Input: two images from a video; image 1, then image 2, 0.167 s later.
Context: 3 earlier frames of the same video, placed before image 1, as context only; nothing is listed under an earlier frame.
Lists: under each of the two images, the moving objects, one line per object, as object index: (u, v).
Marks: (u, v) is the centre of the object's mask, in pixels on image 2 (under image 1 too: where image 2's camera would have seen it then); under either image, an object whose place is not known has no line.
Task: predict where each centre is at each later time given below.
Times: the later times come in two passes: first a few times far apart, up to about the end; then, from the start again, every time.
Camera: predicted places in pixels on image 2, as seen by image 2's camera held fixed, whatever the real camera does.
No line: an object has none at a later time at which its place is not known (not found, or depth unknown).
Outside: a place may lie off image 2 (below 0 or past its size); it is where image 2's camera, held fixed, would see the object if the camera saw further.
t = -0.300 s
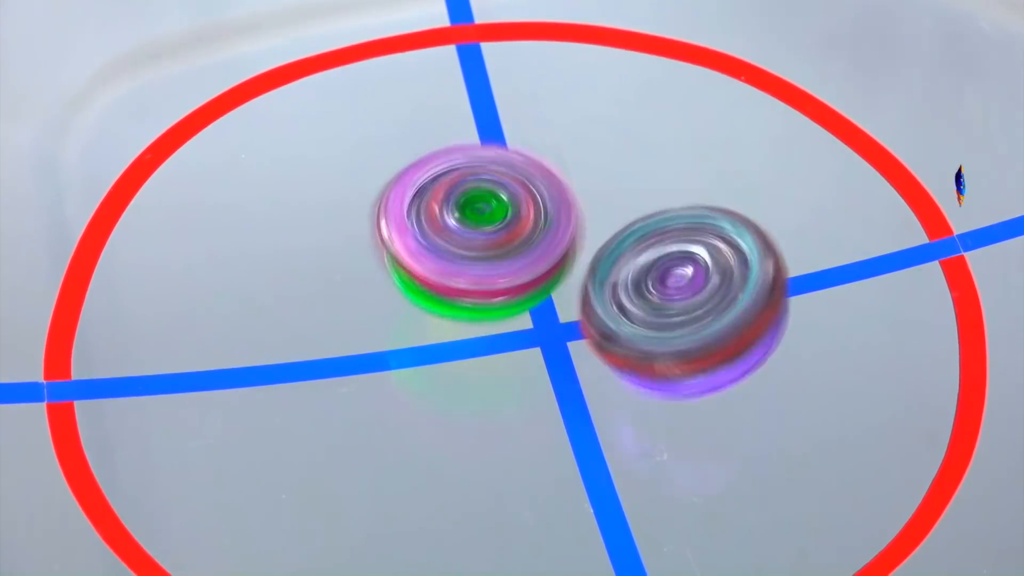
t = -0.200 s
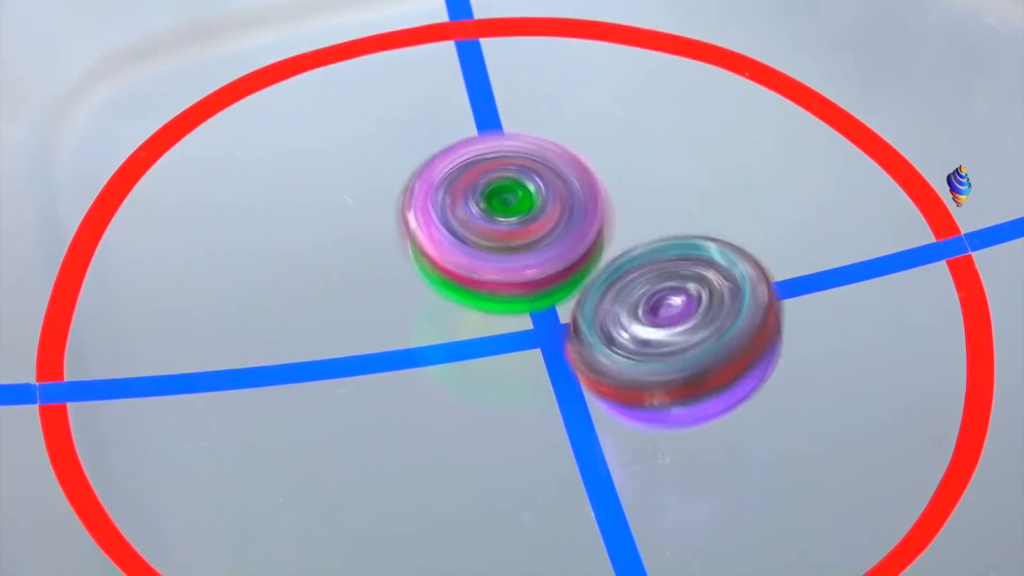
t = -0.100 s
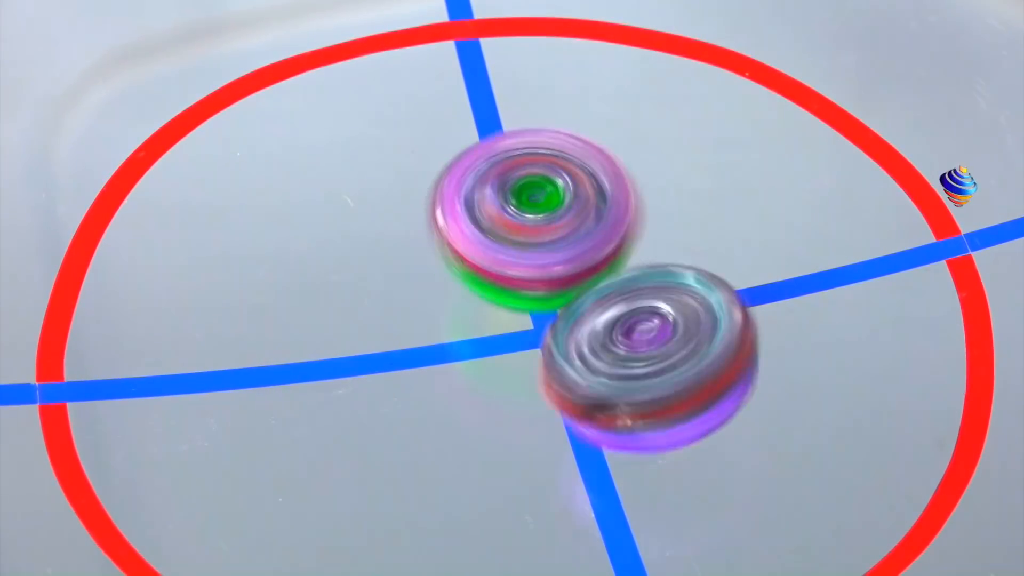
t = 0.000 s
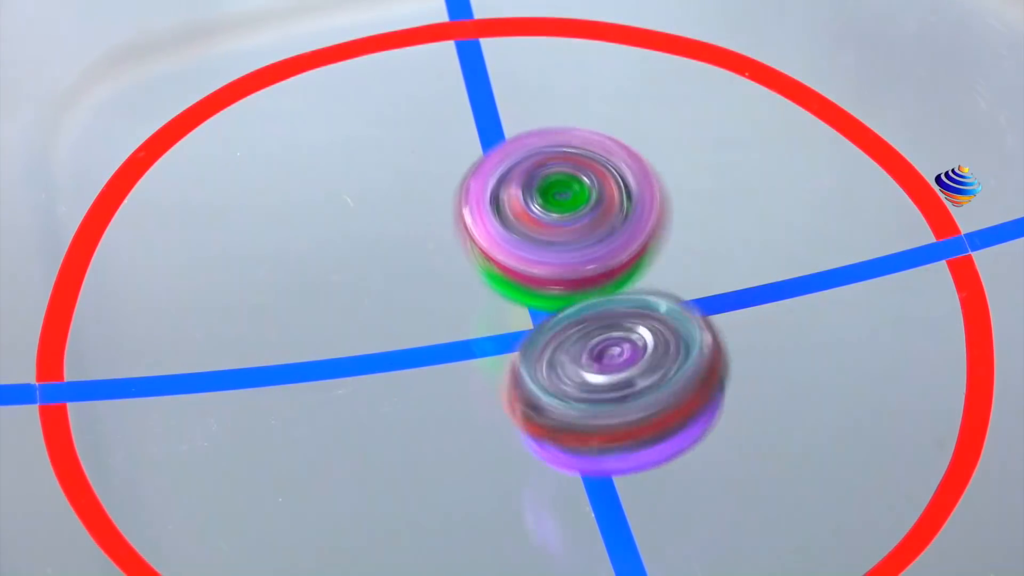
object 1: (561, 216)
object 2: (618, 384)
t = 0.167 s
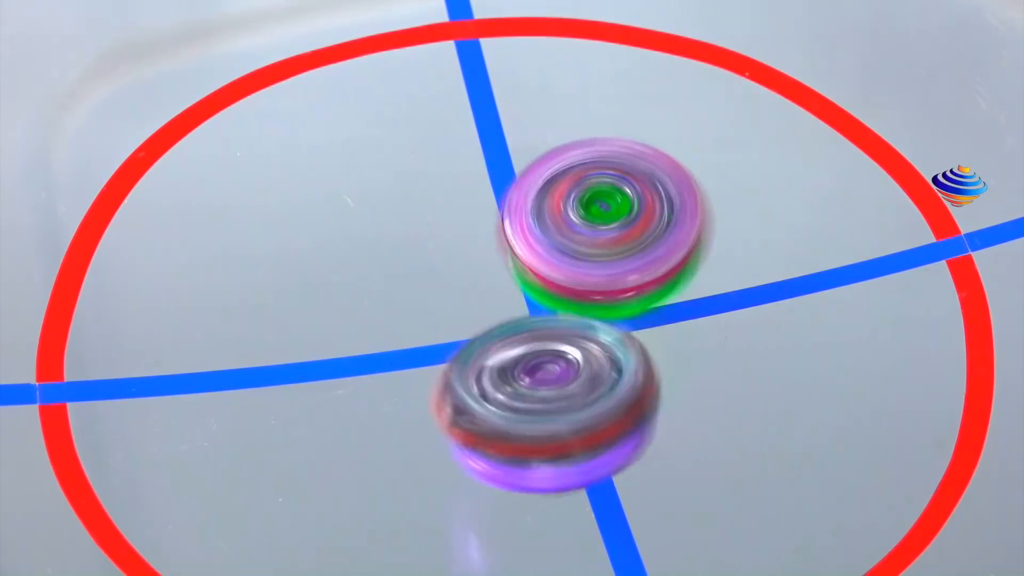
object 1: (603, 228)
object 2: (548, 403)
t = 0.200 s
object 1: (611, 232)
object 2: (532, 404)
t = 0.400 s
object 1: (640, 261)
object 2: (450, 370)
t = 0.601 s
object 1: (636, 297)
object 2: (397, 319)
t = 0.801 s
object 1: (603, 328)
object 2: (393, 255)
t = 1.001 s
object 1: (554, 347)
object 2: (430, 199)
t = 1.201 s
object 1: (502, 345)
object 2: (503, 170)
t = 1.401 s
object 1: (464, 325)
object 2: (590, 176)
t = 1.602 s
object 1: (449, 293)
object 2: (662, 216)
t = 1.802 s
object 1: (464, 262)
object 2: (688, 275)
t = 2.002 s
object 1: (497, 238)
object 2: (663, 335)
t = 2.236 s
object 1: (544, 226)
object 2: (574, 379)
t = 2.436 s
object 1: (586, 232)
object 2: (479, 377)
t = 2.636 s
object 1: (607, 253)
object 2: (408, 336)
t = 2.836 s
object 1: (611, 284)
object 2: (387, 271)
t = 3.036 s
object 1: (617, 315)
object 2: (395, 204)
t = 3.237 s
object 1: (591, 332)
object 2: (455, 162)
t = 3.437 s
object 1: (551, 336)
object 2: (541, 158)
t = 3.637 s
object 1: (491, 349)
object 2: (634, 180)
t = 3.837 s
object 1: (436, 342)
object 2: (672, 245)
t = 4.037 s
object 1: (409, 314)
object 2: (638, 307)
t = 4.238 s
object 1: (395, 276)
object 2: (582, 356)
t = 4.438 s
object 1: (409, 220)
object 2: (514, 381)
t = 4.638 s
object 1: (468, 187)
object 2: (446, 345)
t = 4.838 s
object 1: (569, 163)
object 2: (396, 308)
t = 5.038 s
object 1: (657, 185)
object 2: (416, 263)
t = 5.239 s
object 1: (708, 246)
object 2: (486, 238)
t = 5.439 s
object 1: (785, 335)
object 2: (491, 214)
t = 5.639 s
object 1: (726, 408)
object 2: (540, 241)
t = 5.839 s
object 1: (596, 447)
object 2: (565, 274)
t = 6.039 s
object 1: (477, 445)
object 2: (556, 259)
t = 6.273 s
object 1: (353, 377)
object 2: (563, 237)
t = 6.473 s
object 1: (327, 287)
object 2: (551, 228)
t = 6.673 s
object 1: (325, 208)
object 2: (615, 228)
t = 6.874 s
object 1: (413, 167)
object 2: (642, 242)
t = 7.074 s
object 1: (515, 162)
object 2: (653, 290)
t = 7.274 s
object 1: (587, 180)
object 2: (628, 357)
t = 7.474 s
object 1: (619, 225)
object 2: (559, 399)
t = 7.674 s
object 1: (628, 260)
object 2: (463, 393)
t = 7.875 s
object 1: (672, 267)
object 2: (349, 338)
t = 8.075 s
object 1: (664, 285)
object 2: (381, 272)
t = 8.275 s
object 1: (671, 317)
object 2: (436, 213)
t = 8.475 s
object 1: (648, 336)
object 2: (484, 215)
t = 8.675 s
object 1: (629, 372)
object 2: (490, 225)
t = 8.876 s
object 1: (586, 383)
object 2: (458, 227)
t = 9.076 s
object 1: (556, 371)
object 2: (436, 222)
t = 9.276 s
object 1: (553, 361)
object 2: (439, 192)
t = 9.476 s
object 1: (567, 357)
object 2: (465, 188)
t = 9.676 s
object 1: (614, 492)
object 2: (473, 59)
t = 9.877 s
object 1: (581, 502)
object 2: (480, 83)
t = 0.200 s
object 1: (611, 232)
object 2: (532, 404)
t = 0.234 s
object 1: (618, 236)
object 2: (518, 403)
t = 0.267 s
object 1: (624, 239)
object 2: (504, 401)
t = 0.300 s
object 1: (629, 244)
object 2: (490, 398)
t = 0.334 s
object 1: (634, 250)
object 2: (476, 382)
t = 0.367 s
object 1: (638, 255)
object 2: (462, 376)
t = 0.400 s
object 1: (640, 261)
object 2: (450, 370)
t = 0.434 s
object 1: (642, 267)
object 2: (439, 363)
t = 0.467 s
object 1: (642, 273)
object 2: (429, 355)
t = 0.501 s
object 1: (642, 279)
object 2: (420, 347)
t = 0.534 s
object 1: (641, 285)
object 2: (410, 338)
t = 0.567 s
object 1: (639, 291)
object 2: (403, 328)
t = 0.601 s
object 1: (636, 297)
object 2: (397, 319)
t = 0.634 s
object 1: (632, 303)
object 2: (393, 309)
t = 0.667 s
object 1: (628, 308)
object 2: (390, 298)
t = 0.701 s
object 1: (623, 314)
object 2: (388, 287)
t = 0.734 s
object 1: (617, 319)
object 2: (388, 276)
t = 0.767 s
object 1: (611, 324)
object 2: (389, 266)
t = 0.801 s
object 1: (603, 328)
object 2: (393, 255)
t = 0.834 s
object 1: (595, 332)
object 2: (396, 245)
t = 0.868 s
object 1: (588, 336)
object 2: (401, 235)
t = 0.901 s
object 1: (579, 340)
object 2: (406, 225)
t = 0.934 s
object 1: (571, 342)
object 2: (413, 216)
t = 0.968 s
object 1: (562, 345)
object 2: (421, 207)
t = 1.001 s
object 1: (554, 347)
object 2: (430, 199)
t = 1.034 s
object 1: (546, 348)
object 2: (440, 192)
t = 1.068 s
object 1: (537, 348)
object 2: (451, 185)
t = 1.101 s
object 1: (528, 348)
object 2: (462, 182)
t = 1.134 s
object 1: (519, 348)
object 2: (476, 176)
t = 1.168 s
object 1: (511, 346)
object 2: (490, 172)
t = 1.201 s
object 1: (502, 345)
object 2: (503, 170)
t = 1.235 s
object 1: (495, 343)
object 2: (518, 168)
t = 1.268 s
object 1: (487, 340)
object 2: (534, 168)
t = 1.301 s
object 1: (480, 337)
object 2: (548, 170)
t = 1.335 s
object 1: (475, 333)
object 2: (562, 172)
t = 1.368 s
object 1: (469, 329)
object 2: (576, 174)
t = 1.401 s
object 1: (464, 325)
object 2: (590, 176)
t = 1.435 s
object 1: (460, 320)
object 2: (605, 181)
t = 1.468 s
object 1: (457, 315)
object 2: (617, 187)
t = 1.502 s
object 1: (454, 309)
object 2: (630, 195)
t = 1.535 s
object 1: (451, 304)
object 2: (642, 201)
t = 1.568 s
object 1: (450, 299)
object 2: (652, 208)
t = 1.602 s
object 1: (449, 293)
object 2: (662, 216)
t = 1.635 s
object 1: (450, 288)
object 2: (670, 226)
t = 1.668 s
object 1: (451, 282)
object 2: (677, 236)
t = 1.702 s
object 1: (453, 277)
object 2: (684, 247)
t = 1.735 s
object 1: (456, 272)
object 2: (687, 258)
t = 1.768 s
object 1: (460, 267)
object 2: (687, 264)
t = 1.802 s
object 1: (464, 262)
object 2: (688, 275)
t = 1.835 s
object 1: (469, 258)
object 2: (687, 285)
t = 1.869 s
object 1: (474, 253)
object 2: (685, 295)
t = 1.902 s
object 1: (480, 249)
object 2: (681, 305)
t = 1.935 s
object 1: (485, 245)
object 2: (676, 316)
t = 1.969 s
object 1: (491, 241)
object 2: (670, 326)
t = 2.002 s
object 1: (497, 238)
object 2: (663, 335)
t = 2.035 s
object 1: (503, 235)
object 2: (654, 345)
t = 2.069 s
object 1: (509, 232)
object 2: (643, 353)
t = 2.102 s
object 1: (516, 230)
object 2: (630, 360)
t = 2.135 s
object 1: (523, 228)
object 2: (617, 367)
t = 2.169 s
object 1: (530, 227)
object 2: (603, 372)
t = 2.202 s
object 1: (537, 226)
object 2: (589, 376)
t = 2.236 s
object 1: (544, 226)
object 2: (574, 379)
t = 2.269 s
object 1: (551, 226)
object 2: (557, 381)
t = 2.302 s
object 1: (559, 227)
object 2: (541, 382)
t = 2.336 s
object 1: (566, 229)
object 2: (525, 382)
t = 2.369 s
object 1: (574, 229)
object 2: (509, 382)
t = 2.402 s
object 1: (581, 230)
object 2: (494, 381)
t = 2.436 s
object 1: (586, 232)
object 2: (479, 377)
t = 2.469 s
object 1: (591, 234)
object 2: (464, 373)
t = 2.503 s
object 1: (594, 237)
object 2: (450, 367)
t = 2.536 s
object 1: (598, 241)
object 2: (438, 361)
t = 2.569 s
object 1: (602, 244)
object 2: (427, 353)
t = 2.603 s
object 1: (605, 248)
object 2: (417, 345)
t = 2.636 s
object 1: (607, 253)
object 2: (408, 336)
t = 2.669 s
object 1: (609, 258)
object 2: (400, 326)
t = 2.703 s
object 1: (610, 263)
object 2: (394, 315)
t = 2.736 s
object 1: (611, 268)
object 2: (390, 304)
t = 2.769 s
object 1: (612, 274)
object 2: (387, 294)
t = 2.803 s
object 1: (612, 279)
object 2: (386, 283)
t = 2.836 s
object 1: (611, 284)
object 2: (387, 271)
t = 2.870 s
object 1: (609, 289)
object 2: (388, 261)
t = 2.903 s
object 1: (614, 296)
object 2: (383, 247)
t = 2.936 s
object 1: (617, 302)
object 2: (382, 235)
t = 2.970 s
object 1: (618, 306)
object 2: (385, 224)
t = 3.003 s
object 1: (618, 311)
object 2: (389, 213)
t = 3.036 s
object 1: (617, 315)
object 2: (395, 204)
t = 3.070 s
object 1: (615, 318)
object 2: (402, 195)
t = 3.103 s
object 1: (612, 322)
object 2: (410, 187)
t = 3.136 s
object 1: (609, 325)
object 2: (420, 179)
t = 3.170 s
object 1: (604, 328)
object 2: (431, 172)
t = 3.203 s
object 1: (598, 330)
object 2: (443, 167)
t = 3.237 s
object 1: (591, 332)
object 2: (455, 162)
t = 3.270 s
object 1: (585, 334)
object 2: (467, 162)
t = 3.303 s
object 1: (580, 336)
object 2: (482, 159)
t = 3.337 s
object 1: (574, 336)
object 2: (496, 157)
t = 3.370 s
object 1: (567, 337)
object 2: (511, 157)
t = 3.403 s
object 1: (559, 336)
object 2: (526, 157)
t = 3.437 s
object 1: (551, 336)
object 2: (541, 158)
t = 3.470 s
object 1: (544, 335)
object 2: (556, 160)
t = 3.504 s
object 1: (537, 333)
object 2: (571, 164)
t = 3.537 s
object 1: (530, 332)
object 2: (586, 168)
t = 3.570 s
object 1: (517, 338)
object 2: (604, 171)
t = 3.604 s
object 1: (503, 344)
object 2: (620, 175)
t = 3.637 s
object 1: (491, 349)
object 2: (634, 180)
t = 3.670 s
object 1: (480, 350)
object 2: (646, 188)
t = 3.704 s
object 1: (471, 350)
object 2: (655, 198)
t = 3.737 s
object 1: (463, 350)
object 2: (663, 208)
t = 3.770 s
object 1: (454, 348)
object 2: (668, 221)
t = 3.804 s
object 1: (444, 345)
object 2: (671, 232)
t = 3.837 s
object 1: (436, 342)
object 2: (672, 245)
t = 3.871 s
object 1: (430, 339)
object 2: (671, 258)
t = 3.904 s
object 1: (424, 335)
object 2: (665, 262)
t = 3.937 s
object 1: (419, 330)
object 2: (662, 274)
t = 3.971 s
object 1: (413, 325)
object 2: (655, 285)
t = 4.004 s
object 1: (410, 319)
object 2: (647, 296)
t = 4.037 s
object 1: (409, 314)
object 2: (638, 307)
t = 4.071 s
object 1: (404, 306)
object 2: (632, 317)
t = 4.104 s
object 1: (396, 298)
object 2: (628, 327)
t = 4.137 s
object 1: (392, 292)
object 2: (620, 336)
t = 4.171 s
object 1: (391, 287)
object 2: (609, 343)
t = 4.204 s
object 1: (393, 282)
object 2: (596, 350)
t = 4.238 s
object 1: (395, 276)
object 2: (582, 356)
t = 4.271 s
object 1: (396, 268)
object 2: (569, 363)
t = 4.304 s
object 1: (394, 256)
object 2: (563, 373)
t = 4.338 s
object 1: (396, 246)
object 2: (553, 379)
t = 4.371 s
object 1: (398, 236)
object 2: (540, 381)
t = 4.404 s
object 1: (401, 227)
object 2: (526, 382)
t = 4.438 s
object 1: (409, 220)
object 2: (514, 381)
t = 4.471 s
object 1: (418, 213)
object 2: (502, 378)
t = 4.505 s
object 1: (424, 206)
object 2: (488, 374)
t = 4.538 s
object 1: (433, 200)
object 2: (475, 368)
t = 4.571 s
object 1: (444, 195)
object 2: (464, 361)
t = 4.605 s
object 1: (457, 191)
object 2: (454, 353)
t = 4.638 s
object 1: (468, 187)
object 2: (446, 345)
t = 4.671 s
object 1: (482, 184)
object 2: (437, 337)
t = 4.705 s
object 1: (497, 181)
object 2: (431, 330)
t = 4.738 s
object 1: (510, 179)
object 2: (424, 321)
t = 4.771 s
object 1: (527, 175)
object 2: (412, 316)
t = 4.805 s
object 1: (550, 168)
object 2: (401, 313)
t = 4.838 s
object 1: (569, 163)
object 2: (396, 308)
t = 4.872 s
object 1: (583, 162)
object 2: (393, 301)
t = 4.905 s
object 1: (597, 164)
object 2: (393, 293)
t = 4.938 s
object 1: (614, 168)
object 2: (397, 286)
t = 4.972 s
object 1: (628, 172)
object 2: (402, 278)
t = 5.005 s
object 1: (642, 179)
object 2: (407, 271)
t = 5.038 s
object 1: (657, 185)
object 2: (416, 263)
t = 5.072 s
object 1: (669, 192)
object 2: (424, 262)
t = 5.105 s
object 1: (678, 202)
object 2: (433, 254)
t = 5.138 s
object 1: (689, 212)
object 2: (445, 249)
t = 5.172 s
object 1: (697, 223)
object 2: (458, 245)
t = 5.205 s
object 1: (703, 234)
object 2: (472, 241)
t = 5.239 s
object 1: (708, 246)
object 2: (486, 238)
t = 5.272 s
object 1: (723, 262)
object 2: (491, 232)
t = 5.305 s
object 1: (749, 280)
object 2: (480, 225)
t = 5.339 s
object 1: (767, 294)
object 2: (476, 218)
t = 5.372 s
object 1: (778, 308)
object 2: (476, 213)
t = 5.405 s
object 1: (782, 322)
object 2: (482, 210)
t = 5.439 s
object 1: (785, 335)
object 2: (491, 214)
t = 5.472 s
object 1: (783, 348)
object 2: (500, 215)
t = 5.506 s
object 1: (775, 361)
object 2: (507, 218)
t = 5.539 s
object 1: (768, 375)
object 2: (516, 224)
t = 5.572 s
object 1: (754, 387)
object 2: (526, 228)
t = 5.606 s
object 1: (741, 398)
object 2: (533, 233)
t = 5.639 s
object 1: (726, 408)
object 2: (540, 241)
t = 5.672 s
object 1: (707, 415)
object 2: (548, 248)
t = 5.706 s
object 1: (688, 423)
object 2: (553, 254)
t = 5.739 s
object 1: (665, 430)
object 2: (556, 262)
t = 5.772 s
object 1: (642, 433)
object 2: (560, 269)
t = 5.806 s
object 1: (621, 435)
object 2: (563, 274)
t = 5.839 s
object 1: (596, 447)
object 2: (565, 274)
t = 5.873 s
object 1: (574, 459)
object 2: (567, 266)
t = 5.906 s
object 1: (551, 465)
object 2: (567, 259)
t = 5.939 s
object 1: (533, 464)
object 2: (565, 256)
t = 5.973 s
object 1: (515, 460)
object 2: (564, 255)
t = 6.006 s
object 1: (495, 451)
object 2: (560, 257)
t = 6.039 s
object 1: (477, 445)
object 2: (556, 259)
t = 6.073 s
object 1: (461, 432)
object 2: (552, 262)
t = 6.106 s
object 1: (448, 420)
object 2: (547, 263)
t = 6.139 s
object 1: (431, 407)
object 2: (541, 264)
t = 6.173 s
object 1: (405, 405)
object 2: (550, 255)
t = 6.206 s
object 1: (381, 399)
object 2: (556, 247)
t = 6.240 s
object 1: (365, 390)
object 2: (563, 241)
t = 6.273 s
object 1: (353, 377)
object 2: (563, 237)
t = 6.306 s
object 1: (343, 365)
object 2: (560, 236)
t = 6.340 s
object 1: (333, 349)
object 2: (560, 233)
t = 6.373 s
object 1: (328, 335)
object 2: (557, 232)
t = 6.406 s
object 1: (325, 318)
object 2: (557, 231)
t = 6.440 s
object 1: (326, 304)
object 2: (553, 228)
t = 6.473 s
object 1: (327, 287)
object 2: (551, 228)
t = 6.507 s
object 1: (333, 272)
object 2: (550, 226)
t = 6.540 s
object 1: (338, 256)
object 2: (550, 226)
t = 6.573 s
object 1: (327, 242)
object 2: (569, 225)
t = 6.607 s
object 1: (318, 228)
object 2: (588, 226)
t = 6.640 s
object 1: (319, 219)
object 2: (607, 226)
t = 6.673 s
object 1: (325, 208)
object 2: (615, 228)
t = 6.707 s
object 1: (338, 199)
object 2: (622, 228)
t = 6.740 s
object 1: (348, 189)
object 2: (626, 230)
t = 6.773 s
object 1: (364, 182)
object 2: (632, 233)
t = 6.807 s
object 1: (378, 175)
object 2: (636, 235)
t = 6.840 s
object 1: (396, 169)
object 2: (641, 238)
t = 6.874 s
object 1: (413, 167)
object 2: (642, 242)
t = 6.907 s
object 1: (433, 163)
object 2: (645, 248)
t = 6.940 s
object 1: (453, 163)
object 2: (646, 251)
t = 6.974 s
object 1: (472, 162)
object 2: (646, 256)
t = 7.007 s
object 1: (485, 161)
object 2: (653, 270)
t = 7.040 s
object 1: (499, 158)
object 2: (655, 282)
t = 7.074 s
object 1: (515, 162)
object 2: (653, 290)
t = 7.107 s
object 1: (527, 162)
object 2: (656, 303)
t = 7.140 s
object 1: (540, 162)
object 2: (653, 316)
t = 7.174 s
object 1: (551, 167)
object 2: (649, 325)
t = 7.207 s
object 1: (563, 173)
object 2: (643, 331)
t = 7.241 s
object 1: (576, 179)
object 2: (639, 337)
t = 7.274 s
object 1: (587, 180)
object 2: (628, 357)
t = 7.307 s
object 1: (596, 180)
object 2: (620, 375)
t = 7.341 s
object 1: (600, 185)
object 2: (610, 387)
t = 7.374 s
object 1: (605, 194)
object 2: (598, 394)
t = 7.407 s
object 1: (613, 203)
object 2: (584, 398)
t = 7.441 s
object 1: (615, 214)
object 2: (571, 399)
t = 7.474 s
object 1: (619, 225)
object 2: (559, 399)
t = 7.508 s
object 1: (623, 236)
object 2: (544, 397)
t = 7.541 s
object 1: (627, 241)
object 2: (525, 401)
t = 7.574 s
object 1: (632, 243)
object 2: (506, 405)
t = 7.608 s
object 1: (632, 248)
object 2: (486, 405)
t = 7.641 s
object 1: (630, 253)
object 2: (473, 400)
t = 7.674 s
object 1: (628, 260)
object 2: (463, 393)
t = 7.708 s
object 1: (623, 267)
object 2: (453, 384)
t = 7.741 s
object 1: (625, 271)
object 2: (437, 377)
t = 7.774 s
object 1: (645, 269)
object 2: (405, 370)
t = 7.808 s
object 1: (660, 268)
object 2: (379, 360)
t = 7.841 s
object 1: (667, 267)
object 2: (359, 349)
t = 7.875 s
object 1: (672, 267)
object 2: (349, 338)
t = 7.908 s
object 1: (673, 269)
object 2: (343, 325)
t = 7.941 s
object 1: (672, 272)
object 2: (342, 313)
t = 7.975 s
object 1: (671, 276)
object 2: (349, 303)
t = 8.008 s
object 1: (670, 279)
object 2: (357, 292)
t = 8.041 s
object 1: (668, 283)
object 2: (366, 282)
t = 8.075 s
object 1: (664, 285)
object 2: (381, 272)
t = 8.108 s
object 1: (657, 289)
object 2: (397, 263)
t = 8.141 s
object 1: (652, 292)
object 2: (414, 256)
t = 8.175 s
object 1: (647, 294)
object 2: (433, 248)
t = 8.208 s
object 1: (655, 303)
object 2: (436, 237)
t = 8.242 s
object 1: (667, 312)
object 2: (434, 225)
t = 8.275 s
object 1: (671, 317)
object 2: (436, 213)
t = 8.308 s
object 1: (673, 322)
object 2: (440, 205)
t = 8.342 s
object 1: (672, 325)
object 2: (450, 200)
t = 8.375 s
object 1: (667, 328)
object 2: (459, 201)
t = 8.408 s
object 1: (661, 331)
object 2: (469, 205)
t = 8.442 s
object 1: (654, 334)
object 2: (477, 209)
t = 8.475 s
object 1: (648, 336)
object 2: (484, 215)
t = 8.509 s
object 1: (643, 340)
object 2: (493, 220)
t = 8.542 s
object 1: (645, 353)
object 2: (493, 216)
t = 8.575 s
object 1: (646, 363)
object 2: (489, 214)
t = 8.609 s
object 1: (640, 368)
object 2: (489, 216)
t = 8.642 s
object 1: (635, 371)
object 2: (490, 220)
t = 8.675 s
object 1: (629, 372)
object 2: (490, 225)
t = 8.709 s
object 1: (620, 373)
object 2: (488, 230)
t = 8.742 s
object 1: (612, 372)
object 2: (483, 235)
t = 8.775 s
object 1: (601, 370)
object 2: (479, 238)
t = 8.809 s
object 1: (594, 375)
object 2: (472, 237)
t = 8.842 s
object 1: (590, 381)
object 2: (464, 231)
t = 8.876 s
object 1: (586, 383)
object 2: (458, 227)
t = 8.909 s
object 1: (583, 383)
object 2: (456, 227)
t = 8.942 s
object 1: (578, 383)
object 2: (453, 227)
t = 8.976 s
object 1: (573, 381)
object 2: (447, 227)
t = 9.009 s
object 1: (566, 380)
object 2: (444, 227)
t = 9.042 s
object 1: (561, 376)
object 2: (440, 225)
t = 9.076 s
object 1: (556, 371)
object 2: (436, 222)
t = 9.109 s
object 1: (552, 366)
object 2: (434, 219)
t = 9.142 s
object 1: (549, 361)
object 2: (433, 216)
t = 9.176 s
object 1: (547, 364)
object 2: (433, 207)
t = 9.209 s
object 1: (549, 367)
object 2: (432, 199)
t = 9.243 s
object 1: (551, 364)
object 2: (435, 194)
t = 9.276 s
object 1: (553, 361)
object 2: (439, 192)
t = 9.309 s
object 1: (554, 356)
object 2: (442, 192)
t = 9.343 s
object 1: (555, 353)
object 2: (447, 191)
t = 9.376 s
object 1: (558, 349)
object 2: (449, 191)
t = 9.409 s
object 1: (559, 346)
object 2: (455, 192)
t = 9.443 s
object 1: (563, 341)
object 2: (459, 192)
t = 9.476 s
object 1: (567, 357)
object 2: (465, 188)
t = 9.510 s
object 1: (579, 399)
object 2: (464, 152)
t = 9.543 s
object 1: (590, 434)
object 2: (460, 115)
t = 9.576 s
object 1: (601, 458)
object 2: (461, 87)
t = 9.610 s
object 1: (607, 477)
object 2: (464, 72)
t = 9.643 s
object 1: (613, 486)
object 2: (467, 63)
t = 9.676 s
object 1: (614, 492)
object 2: (473, 59)
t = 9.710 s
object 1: (614, 496)
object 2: (475, 59)
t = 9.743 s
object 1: (610, 500)
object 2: (477, 61)
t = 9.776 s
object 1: (605, 502)
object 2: (477, 66)
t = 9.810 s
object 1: (597, 504)
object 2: (479, 71)
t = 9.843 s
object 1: (589, 503)
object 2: (479, 77)
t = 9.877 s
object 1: (581, 502)
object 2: (480, 83)
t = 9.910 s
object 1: (573, 498)
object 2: (479, 94)
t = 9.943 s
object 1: (569, 494)
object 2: (479, 107)
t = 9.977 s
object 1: (562, 486)
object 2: (479, 122)
